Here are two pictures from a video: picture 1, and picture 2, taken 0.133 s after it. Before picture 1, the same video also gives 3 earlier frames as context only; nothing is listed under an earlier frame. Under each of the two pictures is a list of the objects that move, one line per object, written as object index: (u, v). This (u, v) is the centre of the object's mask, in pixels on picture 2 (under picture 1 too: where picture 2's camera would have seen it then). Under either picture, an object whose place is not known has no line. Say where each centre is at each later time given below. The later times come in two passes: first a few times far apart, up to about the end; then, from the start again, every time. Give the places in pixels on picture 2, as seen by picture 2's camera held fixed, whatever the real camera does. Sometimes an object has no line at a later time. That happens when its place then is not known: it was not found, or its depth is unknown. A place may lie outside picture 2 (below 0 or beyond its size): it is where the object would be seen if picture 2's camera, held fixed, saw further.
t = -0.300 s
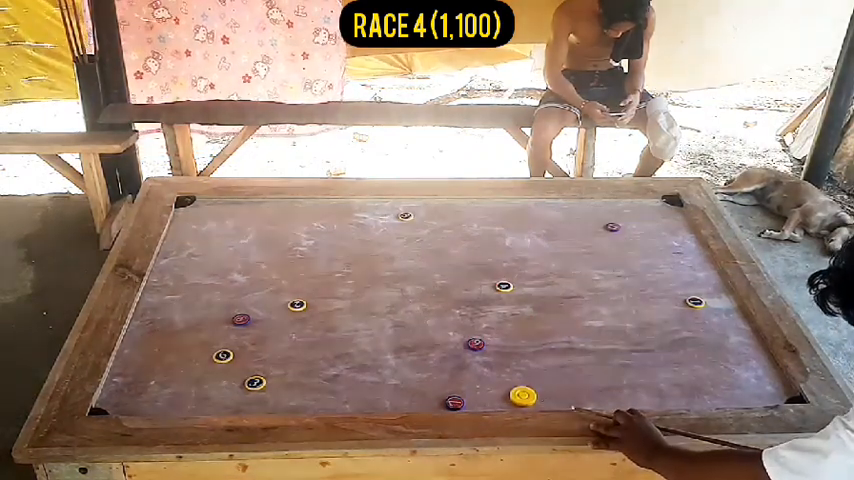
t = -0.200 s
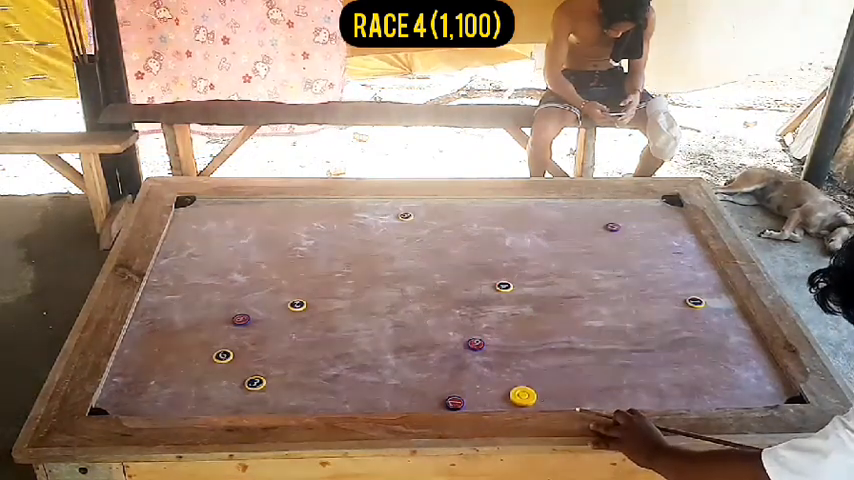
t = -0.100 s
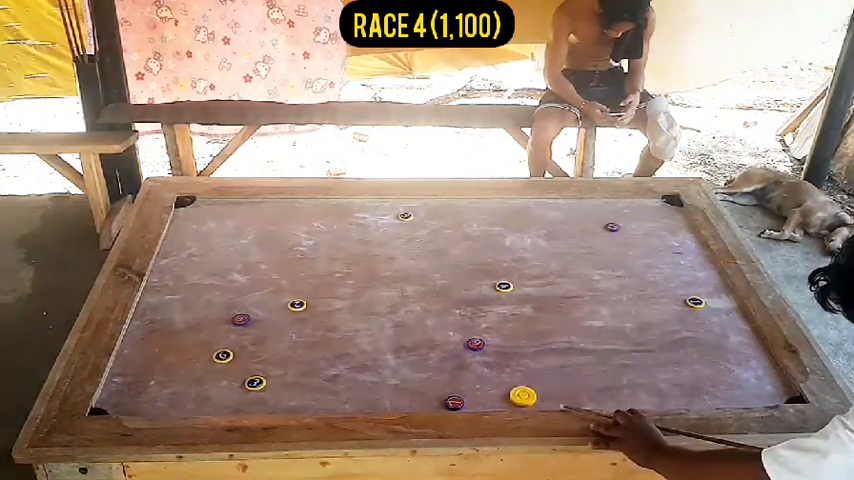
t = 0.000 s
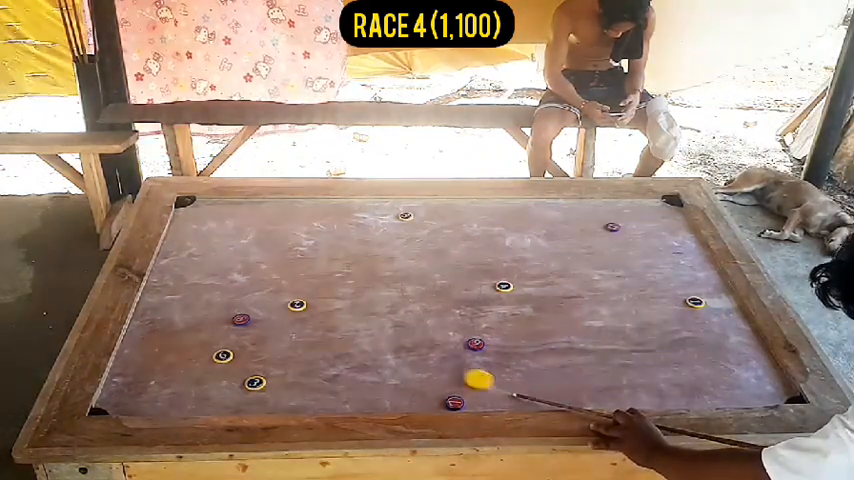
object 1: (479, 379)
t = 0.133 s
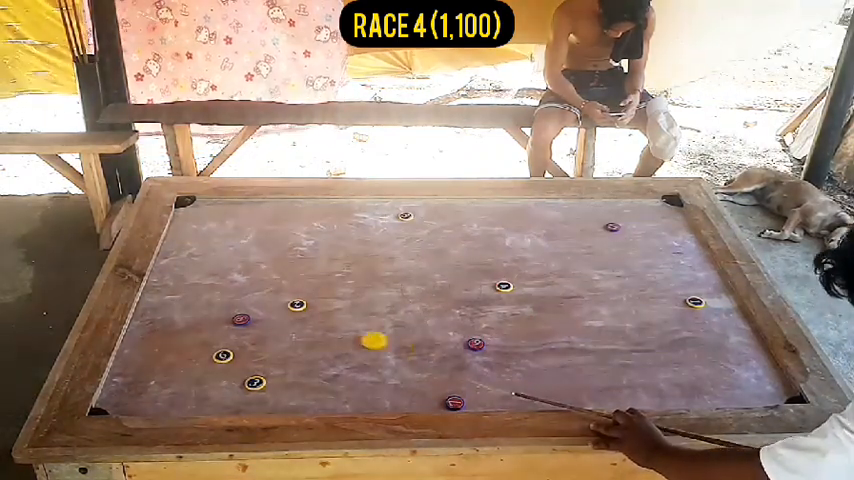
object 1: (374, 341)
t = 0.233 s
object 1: (306, 316)
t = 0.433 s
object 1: (210, 299)
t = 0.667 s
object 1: (185, 288)
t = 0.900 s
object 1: (253, 284)
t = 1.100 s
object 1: (302, 281)
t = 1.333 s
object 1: (350, 279)
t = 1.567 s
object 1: (383, 277)
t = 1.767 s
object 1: (397, 277)
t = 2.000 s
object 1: (398, 277)
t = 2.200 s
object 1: (398, 277)
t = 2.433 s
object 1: (397, 277)
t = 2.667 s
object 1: (398, 277)
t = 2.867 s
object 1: (398, 277)
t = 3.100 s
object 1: (397, 277)
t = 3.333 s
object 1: (397, 277)
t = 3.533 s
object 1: (397, 277)
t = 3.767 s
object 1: (397, 277)
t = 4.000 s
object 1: (397, 277)
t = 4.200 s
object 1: (398, 277)
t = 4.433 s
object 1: (398, 276)
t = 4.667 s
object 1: (397, 276)
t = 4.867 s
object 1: (398, 277)
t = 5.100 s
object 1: (398, 277)
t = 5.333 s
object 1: (398, 277)
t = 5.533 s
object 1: (398, 277)
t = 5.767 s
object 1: (398, 277)
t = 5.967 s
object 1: (398, 277)
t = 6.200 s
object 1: (398, 277)
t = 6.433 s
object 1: (398, 276)
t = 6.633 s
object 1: (398, 276)
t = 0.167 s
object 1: (350, 332)
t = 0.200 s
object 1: (327, 323)
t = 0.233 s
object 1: (306, 316)
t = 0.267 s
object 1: (289, 312)
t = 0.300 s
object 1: (272, 310)
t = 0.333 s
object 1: (257, 307)
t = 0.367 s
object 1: (241, 304)
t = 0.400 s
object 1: (225, 302)
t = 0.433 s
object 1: (210, 299)
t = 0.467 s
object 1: (195, 297)
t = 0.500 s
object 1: (180, 294)
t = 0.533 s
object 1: (166, 292)
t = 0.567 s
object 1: (154, 289)
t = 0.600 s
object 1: (164, 289)
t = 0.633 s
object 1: (175, 288)
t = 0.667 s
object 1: (185, 288)
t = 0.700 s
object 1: (195, 287)
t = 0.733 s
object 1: (205, 287)
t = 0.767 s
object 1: (215, 286)
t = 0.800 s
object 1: (225, 286)
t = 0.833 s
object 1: (234, 286)
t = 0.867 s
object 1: (244, 285)
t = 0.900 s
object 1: (253, 284)
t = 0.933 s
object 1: (262, 283)
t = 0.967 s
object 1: (270, 283)
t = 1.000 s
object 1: (278, 282)
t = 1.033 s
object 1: (287, 282)
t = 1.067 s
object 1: (295, 281)
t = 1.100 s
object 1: (302, 281)
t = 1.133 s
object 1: (310, 281)
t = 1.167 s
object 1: (317, 280)
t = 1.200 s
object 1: (324, 280)
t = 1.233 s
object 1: (331, 280)
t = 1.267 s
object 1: (338, 279)
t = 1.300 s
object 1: (344, 279)
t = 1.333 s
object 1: (350, 279)
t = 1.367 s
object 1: (355, 279)
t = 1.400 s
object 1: (361, 278)
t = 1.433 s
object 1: (366, 278)
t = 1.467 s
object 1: (371, 278)
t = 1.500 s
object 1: (375, 278)
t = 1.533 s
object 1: (379, 277)
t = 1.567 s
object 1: (383, 277)
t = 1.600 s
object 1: (387, 277)
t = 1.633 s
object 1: (390, 277)
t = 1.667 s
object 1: (392, 277)
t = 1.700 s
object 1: (394, 277)
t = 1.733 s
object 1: (396, 277)
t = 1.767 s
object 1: (397, 277)
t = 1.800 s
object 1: (398, 277)
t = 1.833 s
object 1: (398, 277)
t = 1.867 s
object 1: (398, 277)
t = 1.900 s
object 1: (398, 277)
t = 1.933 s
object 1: (398, 277)
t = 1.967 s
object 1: (398, 277)
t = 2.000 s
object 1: (398, 277)
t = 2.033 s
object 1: (398, 277)
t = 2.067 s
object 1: (398, 277)
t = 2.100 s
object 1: (398, 277)
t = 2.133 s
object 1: (398, 277)
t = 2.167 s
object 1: (397, 277)
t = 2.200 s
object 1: (398, 277)
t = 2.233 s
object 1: (398, 277)
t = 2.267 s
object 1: (398, 277)
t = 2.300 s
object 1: (397, 277)
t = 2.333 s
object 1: (398, 277)
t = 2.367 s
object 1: (398, 277)
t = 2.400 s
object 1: (398, 277)
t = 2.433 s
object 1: (397, 277)
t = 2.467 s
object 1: (398, 277)
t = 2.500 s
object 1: (397, 277)
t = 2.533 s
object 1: (397, 277)
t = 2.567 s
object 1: (398, 277)
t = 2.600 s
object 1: (398, 277)
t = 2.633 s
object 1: (397, 277)
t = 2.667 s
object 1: (398, 277)
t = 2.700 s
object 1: (398, 277)
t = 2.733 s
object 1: (398, 277)
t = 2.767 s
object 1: (398, 277)
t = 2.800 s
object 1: (398, 277)
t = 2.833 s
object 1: (398, 277)
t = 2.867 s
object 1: (398, 277)
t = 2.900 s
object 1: (397, 277)
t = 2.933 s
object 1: (397, 277)
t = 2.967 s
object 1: (397, 277)
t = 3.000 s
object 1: (397, 277)
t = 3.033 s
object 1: (397, 277)
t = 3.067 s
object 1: (397, 277)
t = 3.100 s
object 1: (397, 277)
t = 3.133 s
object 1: (397, 277)
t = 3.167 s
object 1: (397, 277)
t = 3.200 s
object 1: (397, 277)
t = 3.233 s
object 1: (397, 277)
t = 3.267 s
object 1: (397, 277)
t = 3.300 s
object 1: (397, 277)
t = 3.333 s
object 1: (397, 277)
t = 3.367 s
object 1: (397, 277)
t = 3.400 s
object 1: (397, 277)
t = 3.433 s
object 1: (397, 277)
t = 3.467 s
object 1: (397, 277)
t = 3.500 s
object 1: (397, 277)
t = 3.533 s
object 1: (397, 277)
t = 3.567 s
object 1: (397, 277)
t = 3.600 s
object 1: (397, 277)
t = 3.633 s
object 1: (397, 277)
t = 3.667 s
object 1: (397, 277)
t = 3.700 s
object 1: (397, 277)
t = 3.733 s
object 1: (397, 277)
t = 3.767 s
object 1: (397, 277)
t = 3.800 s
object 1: (397, 277)
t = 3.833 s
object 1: (398, 277)
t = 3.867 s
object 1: (397, 276)
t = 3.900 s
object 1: (397, 276)
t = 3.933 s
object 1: (397, 276)
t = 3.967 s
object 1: (397, 277)
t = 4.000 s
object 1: (397, 277)
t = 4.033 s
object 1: (397, 276)
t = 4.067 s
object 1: (397, 277)
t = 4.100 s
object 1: (397, 277)
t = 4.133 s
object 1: (397, 277)
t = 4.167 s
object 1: (398, 276)
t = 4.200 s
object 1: (398, 277)
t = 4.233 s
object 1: (397, 277)
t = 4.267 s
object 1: (397, 276)
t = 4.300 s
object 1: (398, 276)
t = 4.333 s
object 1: (397, 277)
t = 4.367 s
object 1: (397, 277)
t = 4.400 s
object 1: (398, 277)
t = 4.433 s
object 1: (398, 276)
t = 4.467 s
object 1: (397, 277)
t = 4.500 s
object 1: (398, 276)
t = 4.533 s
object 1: (398, 276)
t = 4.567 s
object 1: (398, 276)
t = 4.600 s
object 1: (398, 276)
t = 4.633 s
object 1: (398, 276)
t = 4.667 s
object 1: (397, 276)
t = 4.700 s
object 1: (397, 277)
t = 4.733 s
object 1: (397, 276)
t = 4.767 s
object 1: (398, 277)
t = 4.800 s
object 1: (398, 277)
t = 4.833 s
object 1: (398, 277)
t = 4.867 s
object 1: (398, 277)
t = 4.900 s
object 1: (398, 277)
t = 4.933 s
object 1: (398, 277)
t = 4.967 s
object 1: (398, 277)
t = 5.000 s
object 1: (398, 277)
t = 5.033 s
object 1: (398, 277)
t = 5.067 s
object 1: (398, 277)
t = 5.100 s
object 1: (398, 277)
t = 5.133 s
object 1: (398, 277)
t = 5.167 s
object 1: (398, 277)
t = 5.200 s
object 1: (397, 277)
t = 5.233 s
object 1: (398, 277)
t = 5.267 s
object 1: (398, 277)
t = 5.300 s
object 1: (398, 277)
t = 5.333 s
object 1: (398, 277)
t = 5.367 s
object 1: (398, 277)
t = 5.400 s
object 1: (398, 277)
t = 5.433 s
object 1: (398, 277)
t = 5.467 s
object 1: (398, 277)
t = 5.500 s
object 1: (398, 277)
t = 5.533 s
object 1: (398, 277)
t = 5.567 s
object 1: (398, 277)
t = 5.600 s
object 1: (398, 277)
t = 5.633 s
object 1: (398, 277)
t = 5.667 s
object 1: (398, 277)
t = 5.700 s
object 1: (398, 277)
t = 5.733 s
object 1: (398, 277)
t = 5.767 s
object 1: (398, 277)
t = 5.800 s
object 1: (398, 277)
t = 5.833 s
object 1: (398, 277)
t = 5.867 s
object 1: (398, 277)
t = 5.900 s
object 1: (398, 277)
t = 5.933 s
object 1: (398, 277)
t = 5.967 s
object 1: (398, 277)
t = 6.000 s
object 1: (398, 277)
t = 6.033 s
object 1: (398, 277)
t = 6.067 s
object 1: (398, 277)
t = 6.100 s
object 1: (398, 277)
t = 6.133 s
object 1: (398, 277)
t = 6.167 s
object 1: (398, 276)
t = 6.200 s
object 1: (398, 277)
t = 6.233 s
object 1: (398, 277)
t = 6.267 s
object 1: (398, 277)
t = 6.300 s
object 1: (398, 276)
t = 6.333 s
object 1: (398, 277)
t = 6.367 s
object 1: (398, 277)
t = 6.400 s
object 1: (398, 276)
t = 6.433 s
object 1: (398, 276)
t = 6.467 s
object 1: (398, 277)
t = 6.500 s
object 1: (398, 276)
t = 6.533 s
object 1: (398, 276)
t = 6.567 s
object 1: (398, 276)
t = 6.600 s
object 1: (398, 277)
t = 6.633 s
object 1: (398, 276)
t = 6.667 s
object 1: (398, 276)
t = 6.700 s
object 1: (398, 276)
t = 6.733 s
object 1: (398, 276)
